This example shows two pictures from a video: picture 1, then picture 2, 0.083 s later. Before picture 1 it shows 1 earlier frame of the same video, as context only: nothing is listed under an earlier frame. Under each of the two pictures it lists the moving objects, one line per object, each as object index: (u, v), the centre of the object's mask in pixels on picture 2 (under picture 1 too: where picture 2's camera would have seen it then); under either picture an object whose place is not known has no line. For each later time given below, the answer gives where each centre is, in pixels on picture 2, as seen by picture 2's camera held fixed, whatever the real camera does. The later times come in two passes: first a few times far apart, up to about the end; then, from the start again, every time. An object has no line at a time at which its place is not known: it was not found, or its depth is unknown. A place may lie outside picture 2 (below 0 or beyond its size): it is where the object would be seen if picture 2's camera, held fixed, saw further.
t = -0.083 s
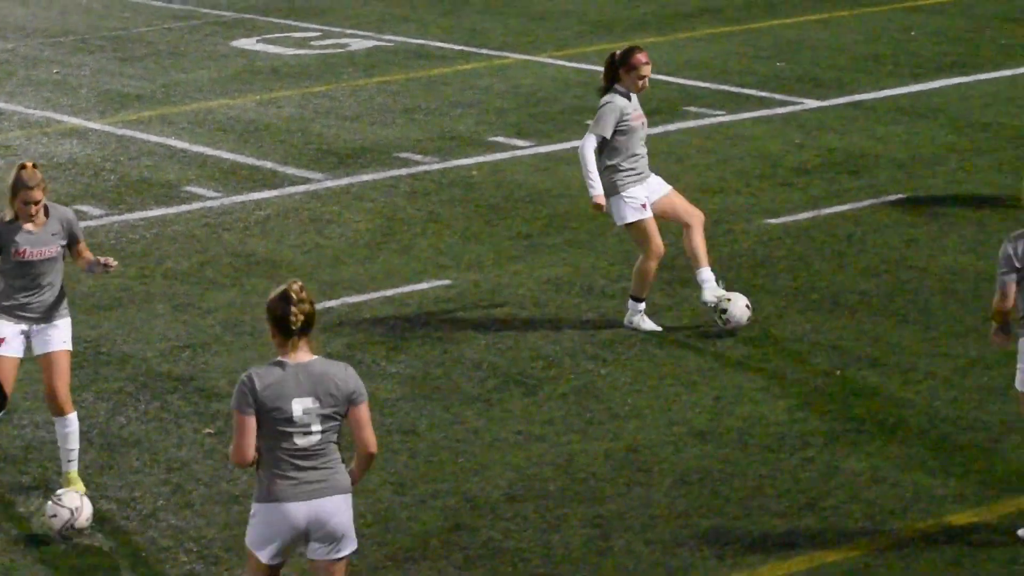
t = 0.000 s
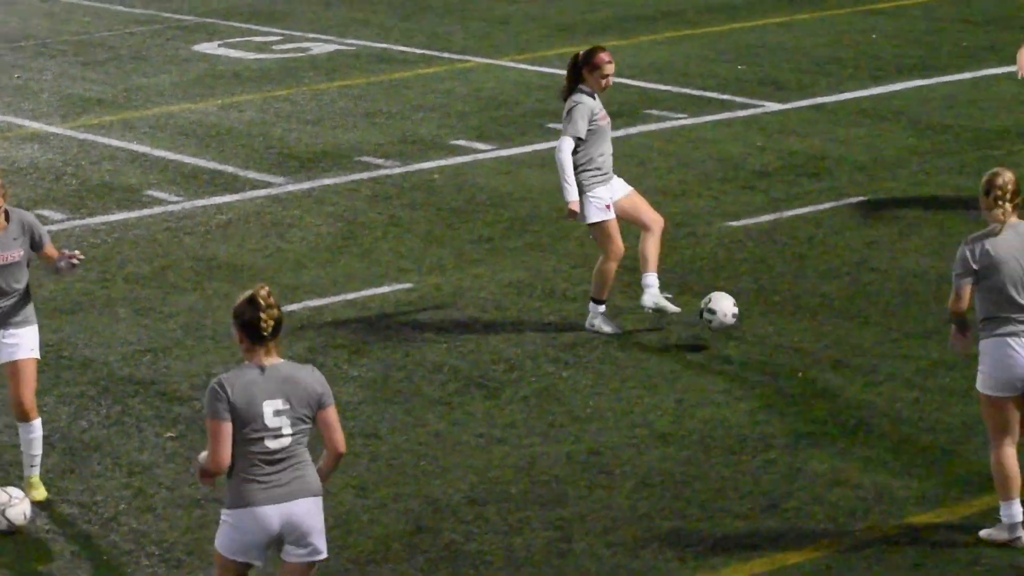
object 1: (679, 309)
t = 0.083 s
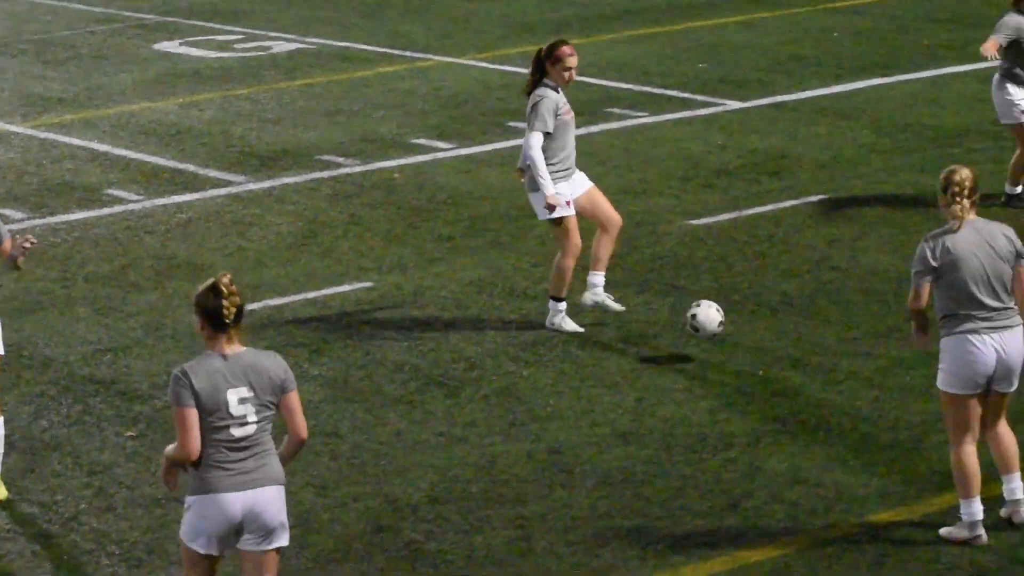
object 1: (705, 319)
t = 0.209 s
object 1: (744, 361)
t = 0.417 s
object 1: (796, 374)
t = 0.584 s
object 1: (841, 402)
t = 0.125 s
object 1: (718, 329)
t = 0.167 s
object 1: (731, 343)
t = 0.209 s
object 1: (744, 361)
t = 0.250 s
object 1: (754, 360)
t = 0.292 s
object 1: (764, 360)
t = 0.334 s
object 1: (774, 360)
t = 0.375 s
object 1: (785, 365)
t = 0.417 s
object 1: (796, 374)
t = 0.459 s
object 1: (806, 387)
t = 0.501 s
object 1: (818, 401)
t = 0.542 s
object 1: (828, 399)
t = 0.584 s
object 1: (841, 402)
